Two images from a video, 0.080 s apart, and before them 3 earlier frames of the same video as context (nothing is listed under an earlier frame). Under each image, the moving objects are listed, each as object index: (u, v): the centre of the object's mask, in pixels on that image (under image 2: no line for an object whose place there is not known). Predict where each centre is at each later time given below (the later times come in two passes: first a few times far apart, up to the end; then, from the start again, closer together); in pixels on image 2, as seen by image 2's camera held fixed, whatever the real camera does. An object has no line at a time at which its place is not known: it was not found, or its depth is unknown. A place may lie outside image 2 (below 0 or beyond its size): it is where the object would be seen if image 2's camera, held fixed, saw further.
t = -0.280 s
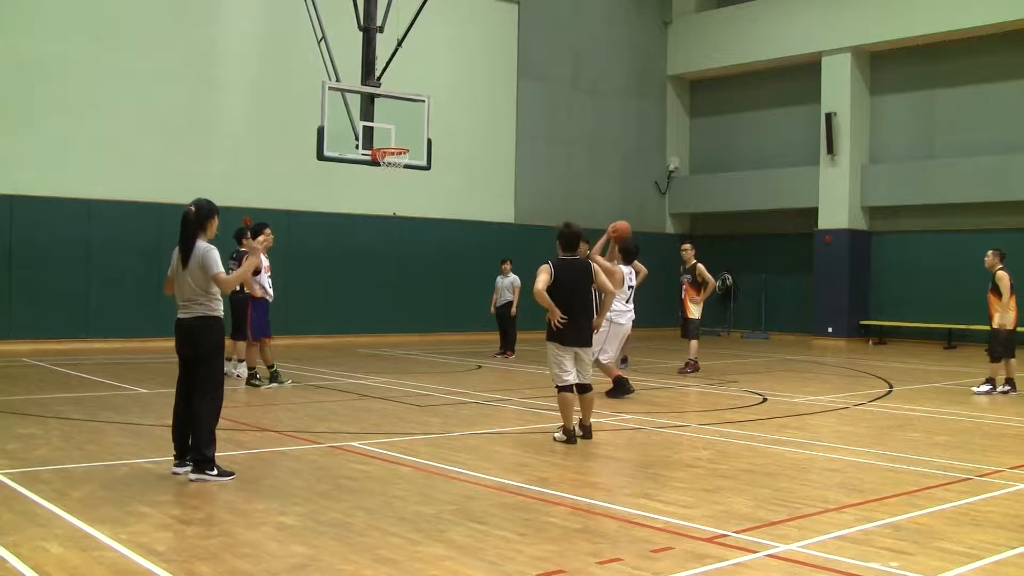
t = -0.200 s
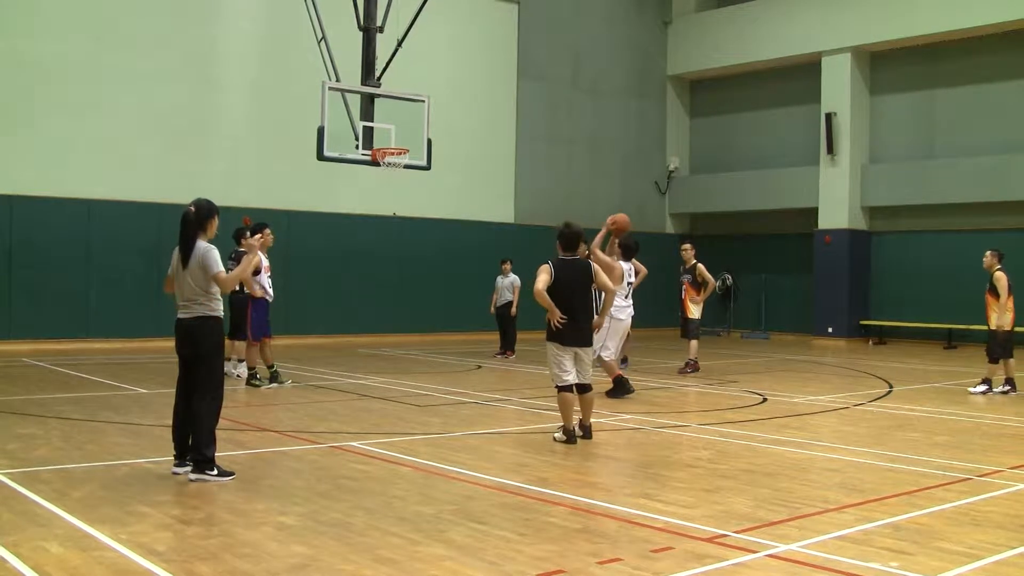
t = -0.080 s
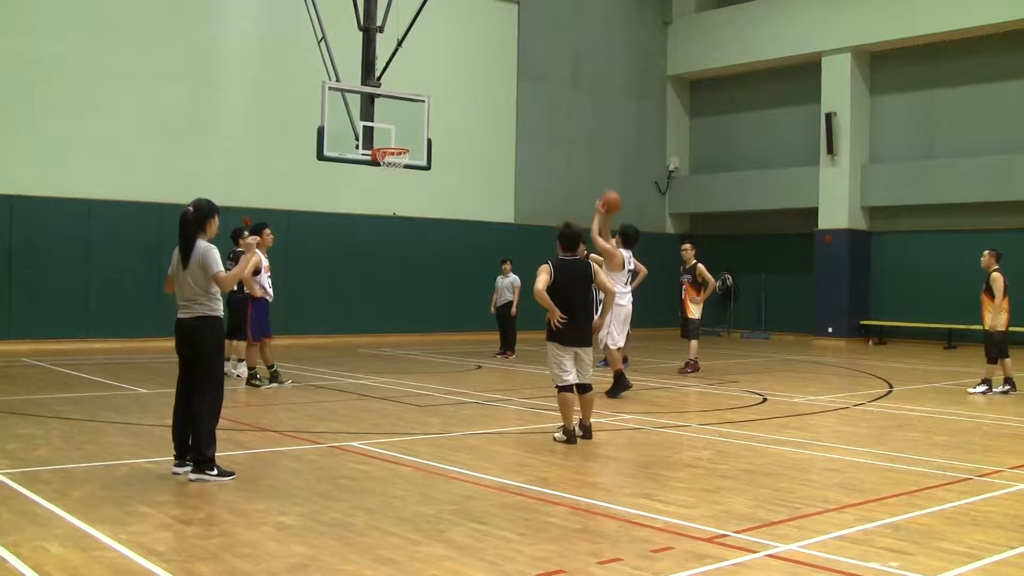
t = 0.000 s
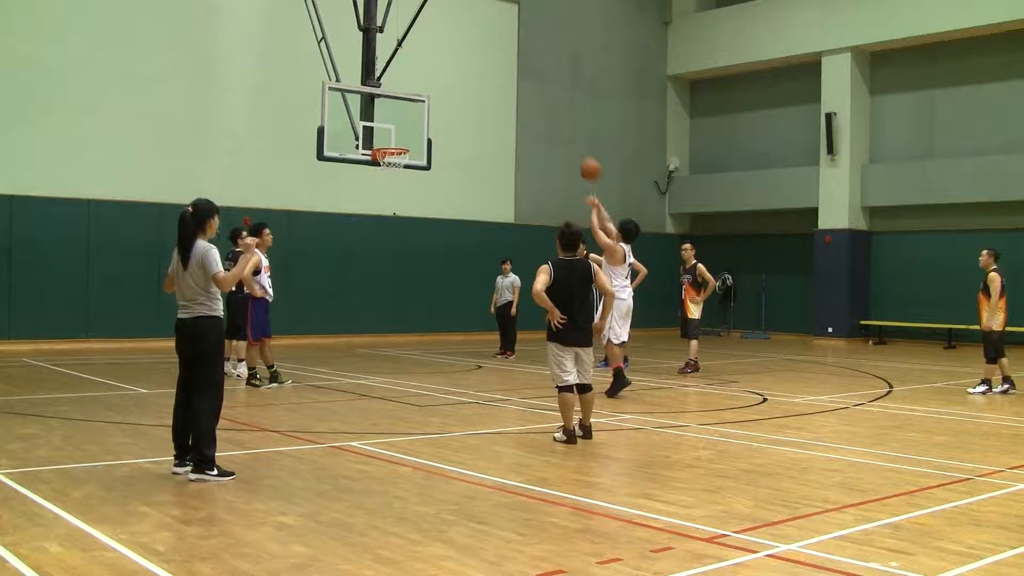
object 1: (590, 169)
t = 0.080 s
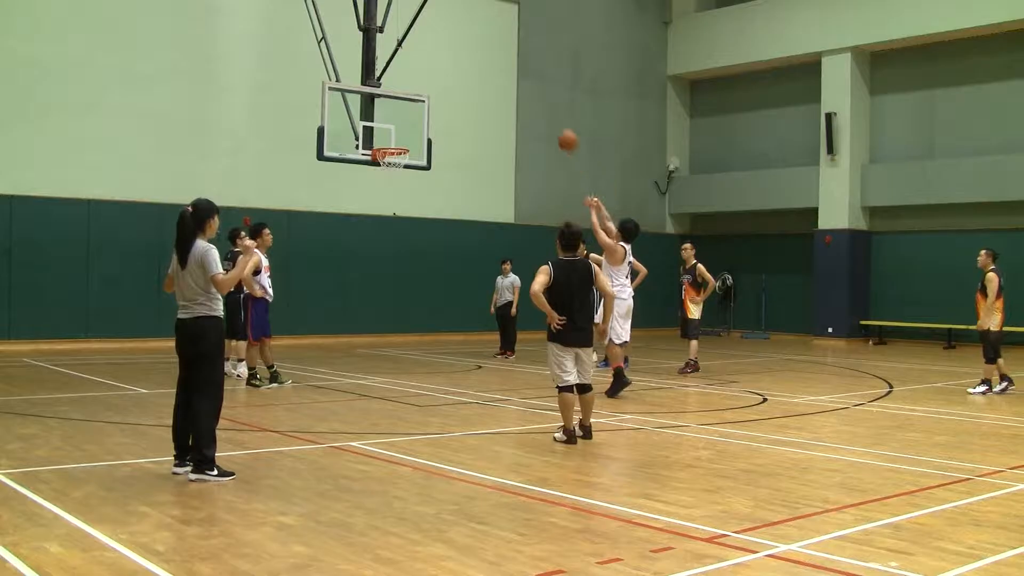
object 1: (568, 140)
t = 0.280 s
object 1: (514, 95)
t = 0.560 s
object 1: (449, 88)
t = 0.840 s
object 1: (392, 134)
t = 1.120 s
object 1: (377, 135)
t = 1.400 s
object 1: (355, 146)
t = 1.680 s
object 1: (332, 212)
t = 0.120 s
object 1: (557, 128)
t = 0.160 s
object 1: (545, 117)
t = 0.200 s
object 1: (535, 109)
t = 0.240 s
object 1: (525, 101)
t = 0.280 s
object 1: (514, 95)
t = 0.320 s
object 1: (504, 91)
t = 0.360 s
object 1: (495, 87)
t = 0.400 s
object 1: (485, 85)
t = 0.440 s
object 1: (476, 84)
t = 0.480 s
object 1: (467, 84)
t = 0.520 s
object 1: (458, 86)
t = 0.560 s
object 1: (449, 88)
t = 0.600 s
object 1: (441, 92)
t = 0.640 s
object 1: (433, 97)
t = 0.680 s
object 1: (424, 103)
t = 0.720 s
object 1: (416, 110)
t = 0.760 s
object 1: (408, 117)
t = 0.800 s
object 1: (400, 125)
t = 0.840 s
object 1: (392, 134)
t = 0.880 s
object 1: (384, 144)
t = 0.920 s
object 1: (393, 145)
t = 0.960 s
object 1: (399, 145)
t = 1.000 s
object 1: (391, 143)
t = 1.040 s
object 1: (383, 141)
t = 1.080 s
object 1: (380, 137)
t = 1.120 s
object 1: (377, 135)
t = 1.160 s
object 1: (374, 133)
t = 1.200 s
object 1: (371, 132)
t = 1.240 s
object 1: (368, 133)
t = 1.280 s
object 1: (364, 134)
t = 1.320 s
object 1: (362, 137)
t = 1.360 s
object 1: (359, 141)
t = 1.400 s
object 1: (355, 146)
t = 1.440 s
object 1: (352, 152)
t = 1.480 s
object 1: (349, 160)
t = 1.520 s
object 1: (346, 167)
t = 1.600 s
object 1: (339, 188)
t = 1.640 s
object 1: (336, 199)
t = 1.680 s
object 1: (332, 212)
